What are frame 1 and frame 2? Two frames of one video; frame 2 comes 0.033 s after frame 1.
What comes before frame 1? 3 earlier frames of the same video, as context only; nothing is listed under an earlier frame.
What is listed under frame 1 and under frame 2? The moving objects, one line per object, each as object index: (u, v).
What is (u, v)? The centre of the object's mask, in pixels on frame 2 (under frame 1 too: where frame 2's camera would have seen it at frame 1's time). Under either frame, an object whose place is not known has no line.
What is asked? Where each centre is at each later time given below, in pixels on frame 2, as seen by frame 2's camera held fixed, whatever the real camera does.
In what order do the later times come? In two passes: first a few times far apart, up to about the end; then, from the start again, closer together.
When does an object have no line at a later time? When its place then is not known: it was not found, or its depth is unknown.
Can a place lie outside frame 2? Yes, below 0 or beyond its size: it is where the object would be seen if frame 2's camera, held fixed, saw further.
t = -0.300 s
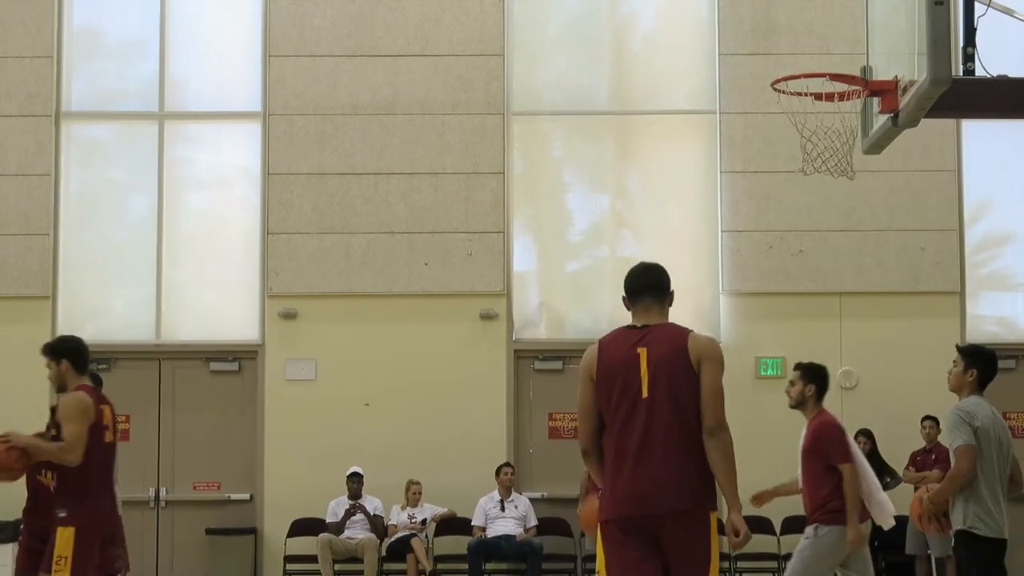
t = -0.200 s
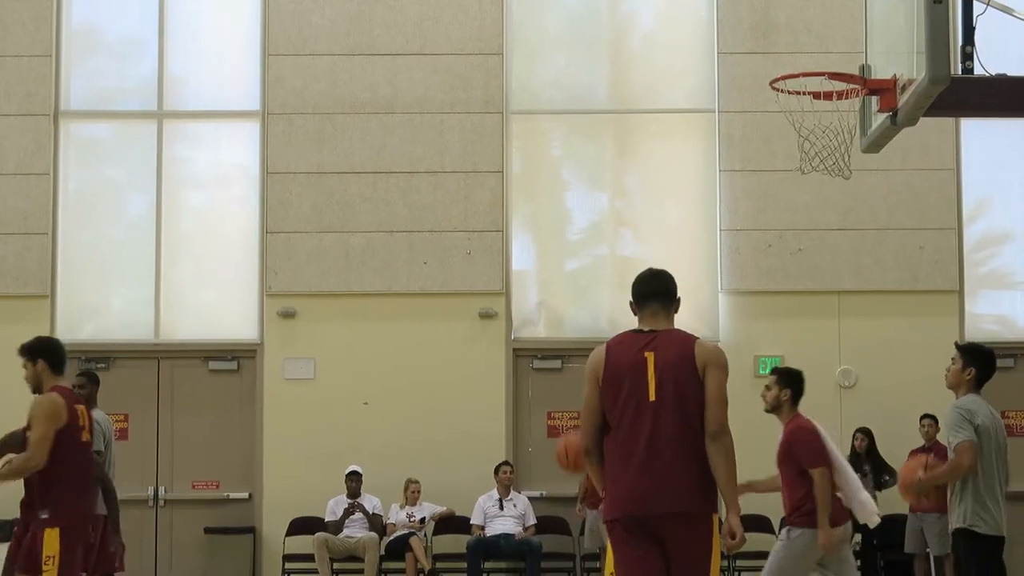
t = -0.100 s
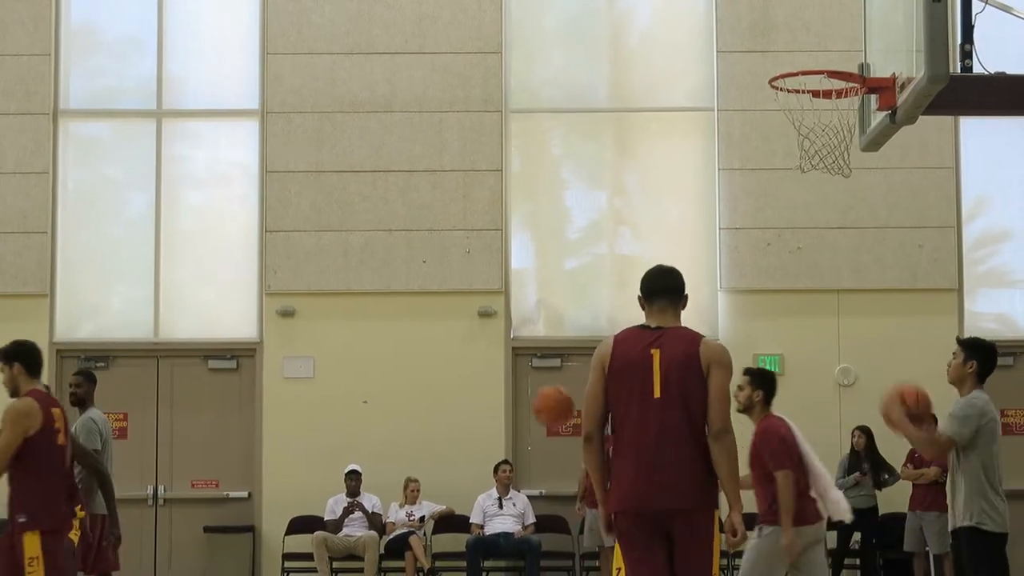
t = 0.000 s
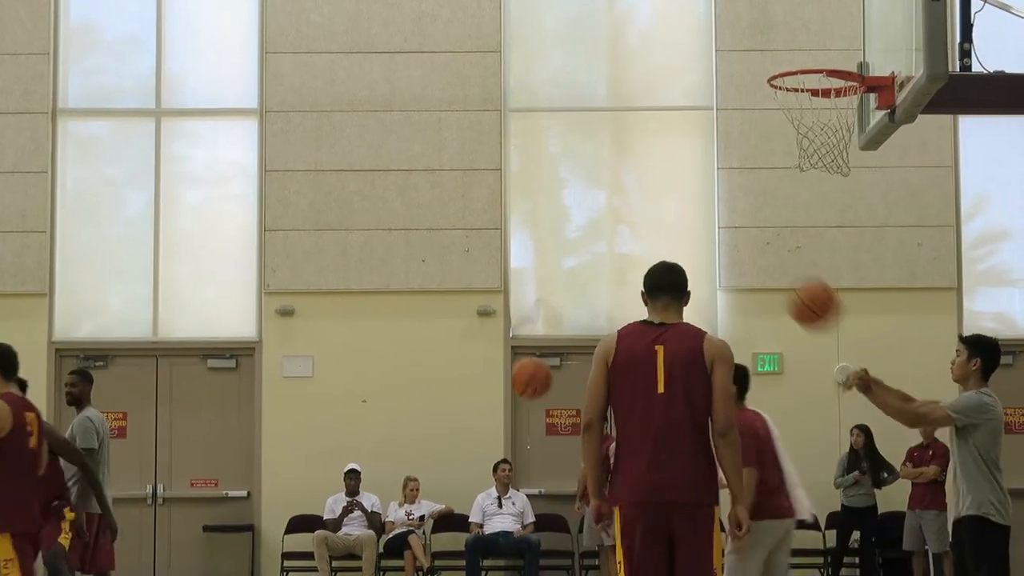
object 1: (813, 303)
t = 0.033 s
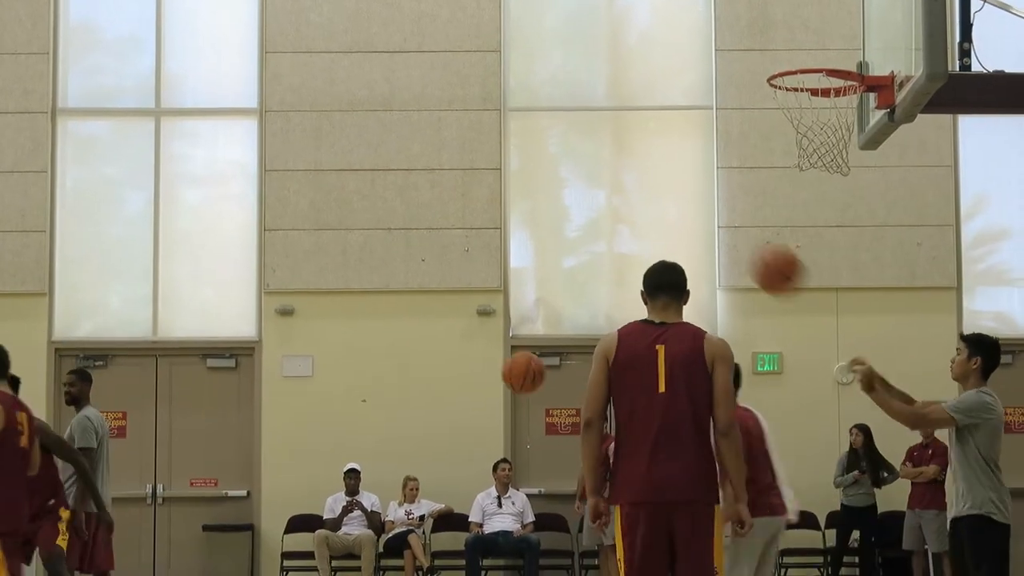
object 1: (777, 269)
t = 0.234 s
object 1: (571, 115)
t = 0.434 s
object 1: (374, 39)
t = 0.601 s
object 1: (215, 33)
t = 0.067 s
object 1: (742, 238)
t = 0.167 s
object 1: (639, 158)
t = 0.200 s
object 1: (605, 135)
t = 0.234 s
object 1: (571, 115)
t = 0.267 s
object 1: (538, 97)
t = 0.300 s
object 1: (503, 81)
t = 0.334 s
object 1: (470, 67)
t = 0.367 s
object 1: (438, 55)
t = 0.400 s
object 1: (406, 46)
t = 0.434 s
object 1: (374, 39)
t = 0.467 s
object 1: (342, 34)
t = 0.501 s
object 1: (309, 30)
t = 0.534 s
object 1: (279, 30)
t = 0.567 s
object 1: (247, 30)
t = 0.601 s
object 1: (215, 33)
